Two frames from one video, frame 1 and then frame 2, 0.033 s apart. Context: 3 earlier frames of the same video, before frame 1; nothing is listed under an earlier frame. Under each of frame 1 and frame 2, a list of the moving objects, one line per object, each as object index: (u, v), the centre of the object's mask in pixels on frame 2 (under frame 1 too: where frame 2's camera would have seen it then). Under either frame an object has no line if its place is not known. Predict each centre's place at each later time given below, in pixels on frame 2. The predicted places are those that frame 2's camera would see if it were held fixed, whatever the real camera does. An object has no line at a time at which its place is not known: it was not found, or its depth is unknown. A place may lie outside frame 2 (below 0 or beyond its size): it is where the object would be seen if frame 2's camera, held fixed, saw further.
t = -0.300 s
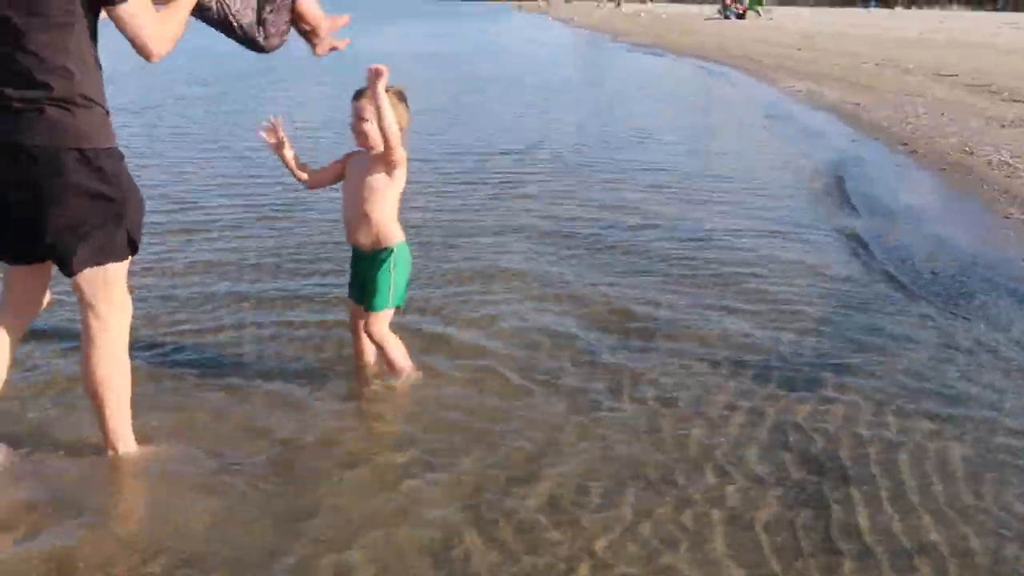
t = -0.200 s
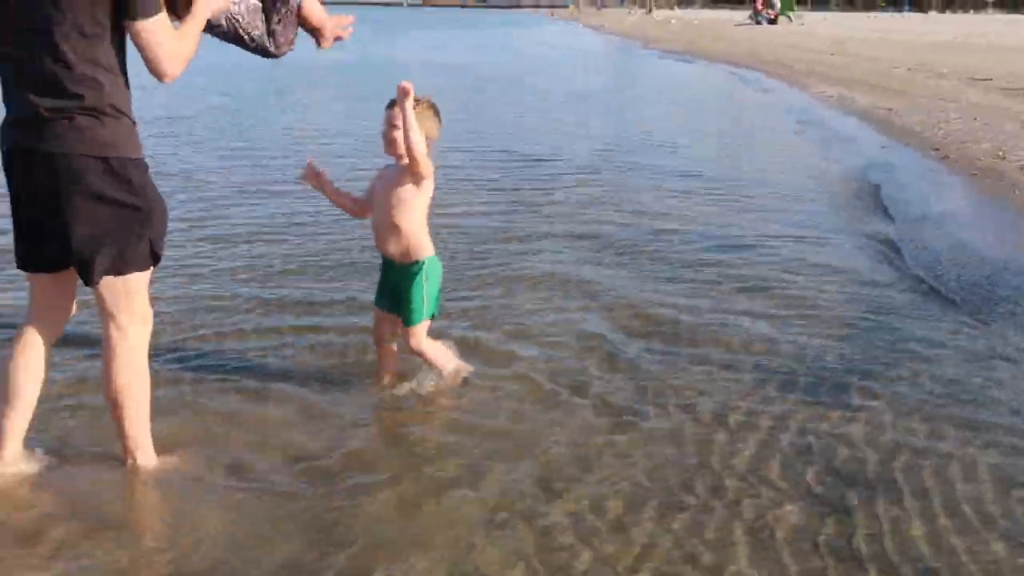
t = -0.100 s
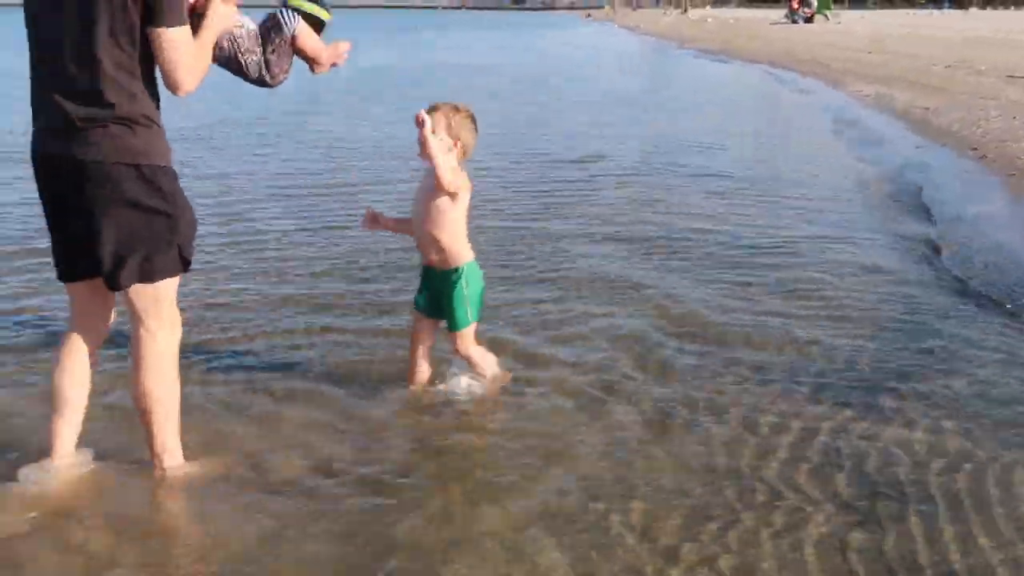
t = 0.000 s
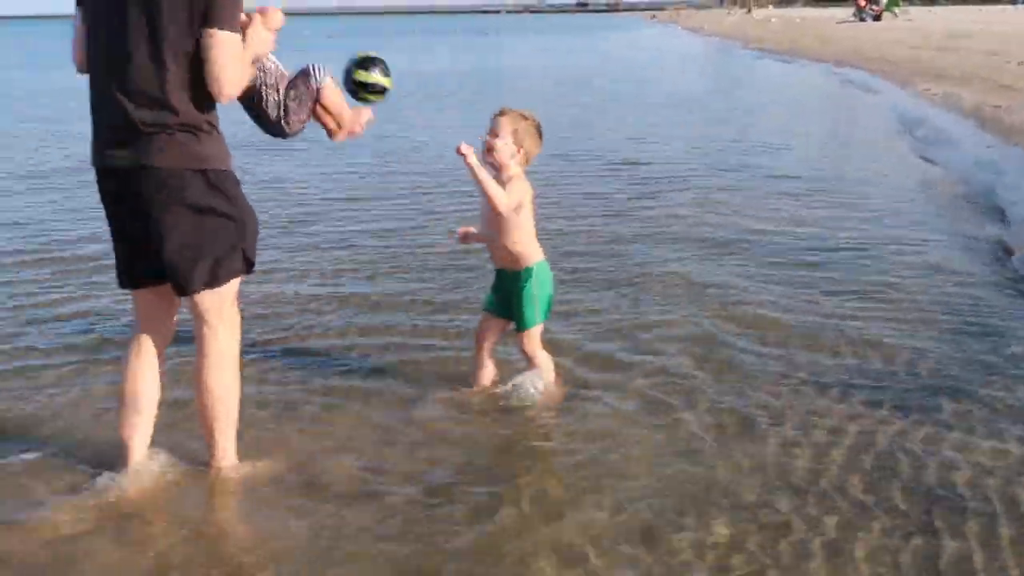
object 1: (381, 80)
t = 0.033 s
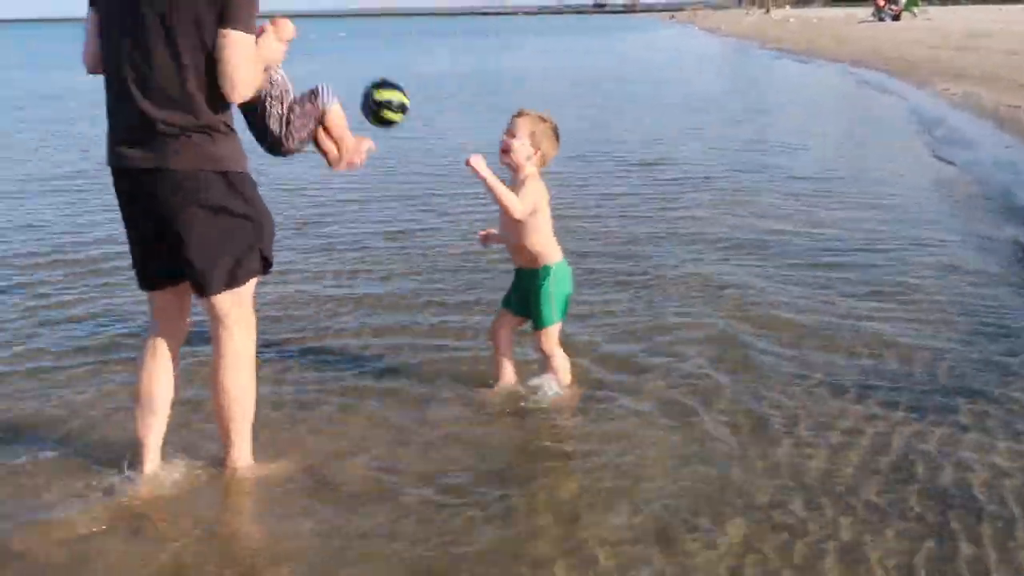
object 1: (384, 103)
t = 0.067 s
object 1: (390, 129)
